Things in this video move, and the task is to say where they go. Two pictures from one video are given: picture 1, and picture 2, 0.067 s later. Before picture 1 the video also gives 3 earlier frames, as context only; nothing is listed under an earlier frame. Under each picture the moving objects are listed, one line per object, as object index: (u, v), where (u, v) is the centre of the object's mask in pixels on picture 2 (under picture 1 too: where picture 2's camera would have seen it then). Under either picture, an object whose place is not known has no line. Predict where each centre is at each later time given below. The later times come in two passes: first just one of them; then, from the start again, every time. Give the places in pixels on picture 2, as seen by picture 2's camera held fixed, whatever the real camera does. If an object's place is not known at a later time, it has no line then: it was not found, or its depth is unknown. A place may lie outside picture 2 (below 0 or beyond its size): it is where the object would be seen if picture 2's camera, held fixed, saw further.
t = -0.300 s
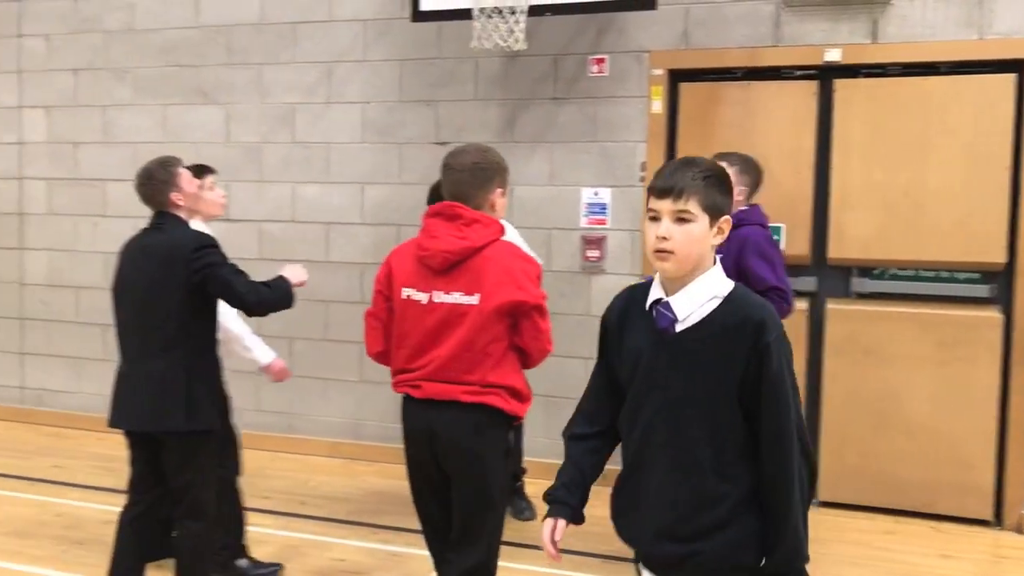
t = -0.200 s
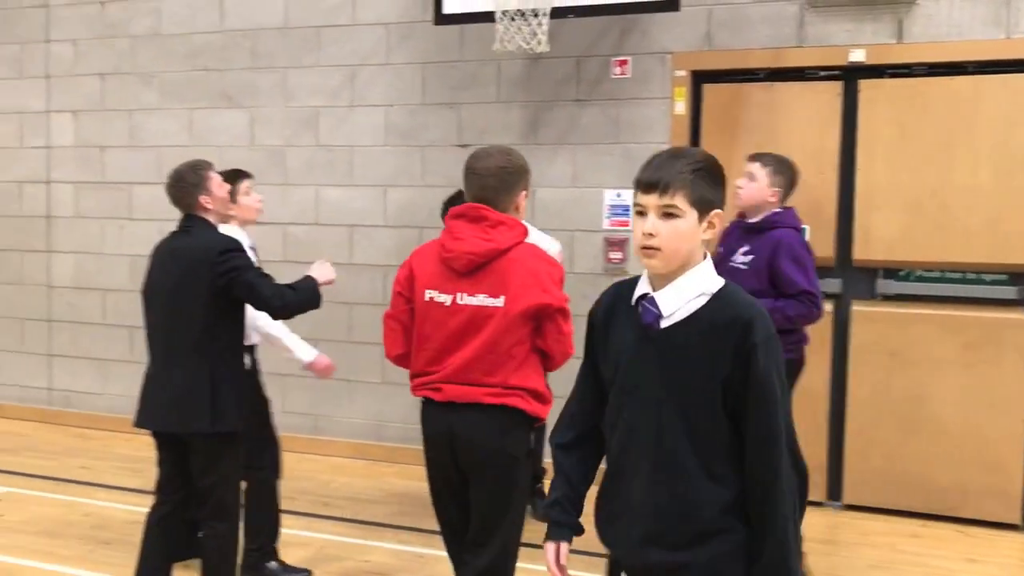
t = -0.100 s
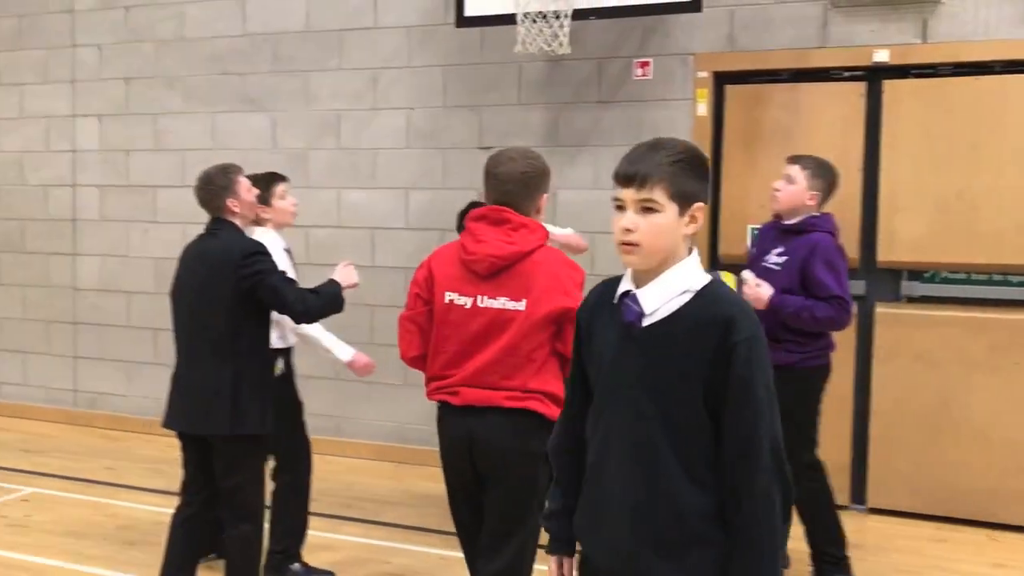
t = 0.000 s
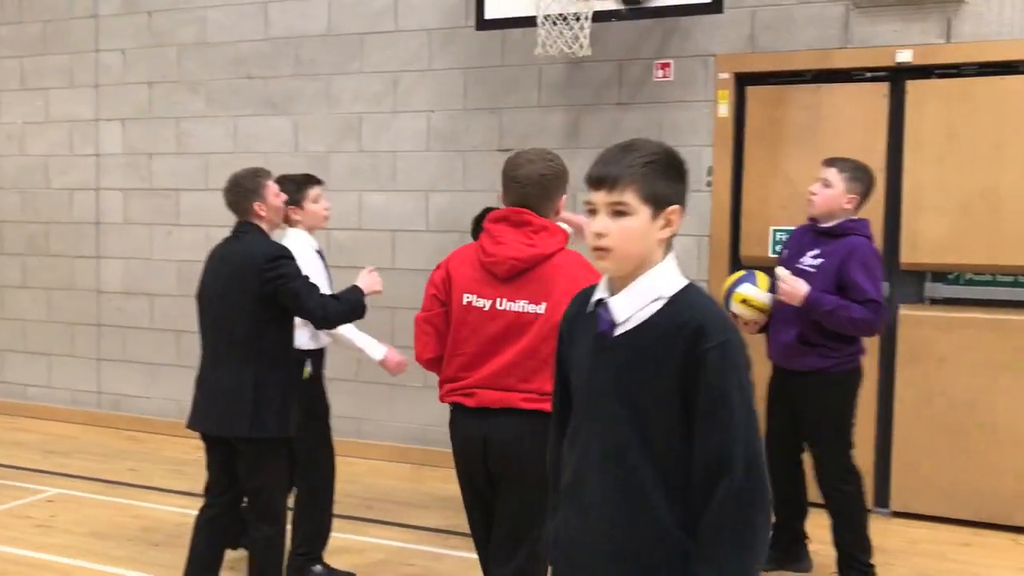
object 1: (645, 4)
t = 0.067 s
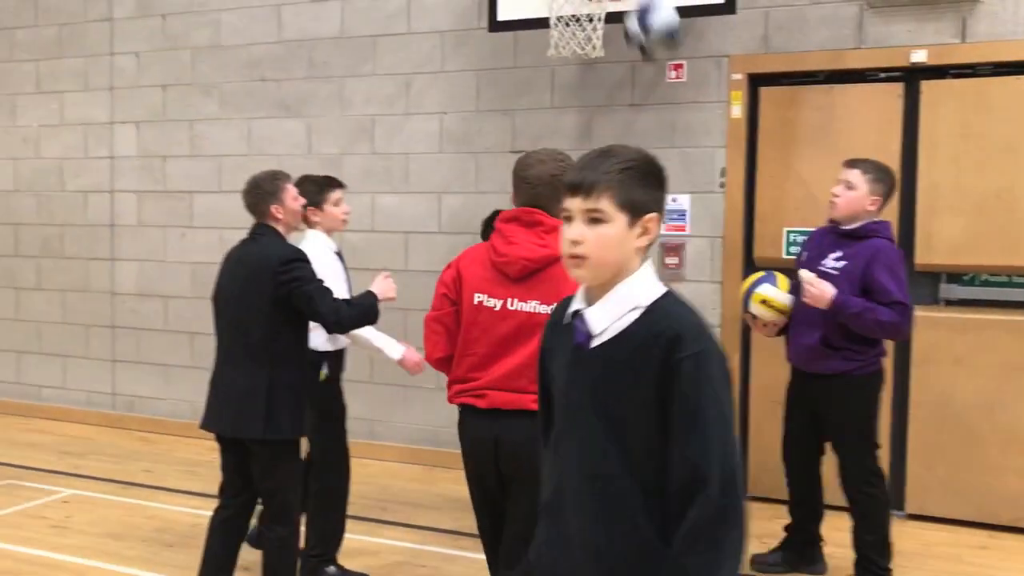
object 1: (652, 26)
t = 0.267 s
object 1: (666, 251)
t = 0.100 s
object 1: (654, 54)
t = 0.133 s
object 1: (658, 89)
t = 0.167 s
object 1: (660, 124)
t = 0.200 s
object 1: (661, 160)
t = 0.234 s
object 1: (663, 202)
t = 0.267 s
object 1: (666, 251)
